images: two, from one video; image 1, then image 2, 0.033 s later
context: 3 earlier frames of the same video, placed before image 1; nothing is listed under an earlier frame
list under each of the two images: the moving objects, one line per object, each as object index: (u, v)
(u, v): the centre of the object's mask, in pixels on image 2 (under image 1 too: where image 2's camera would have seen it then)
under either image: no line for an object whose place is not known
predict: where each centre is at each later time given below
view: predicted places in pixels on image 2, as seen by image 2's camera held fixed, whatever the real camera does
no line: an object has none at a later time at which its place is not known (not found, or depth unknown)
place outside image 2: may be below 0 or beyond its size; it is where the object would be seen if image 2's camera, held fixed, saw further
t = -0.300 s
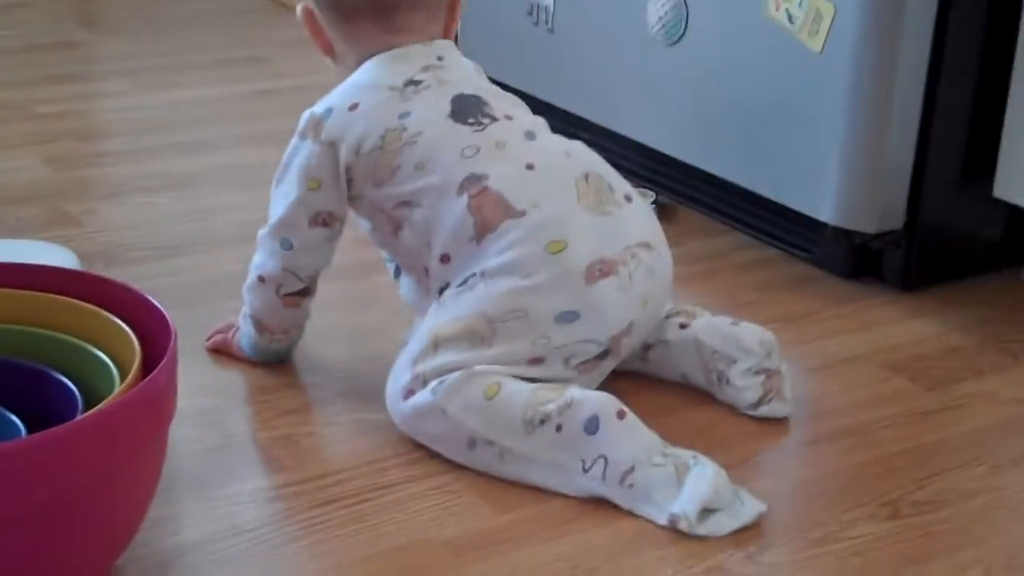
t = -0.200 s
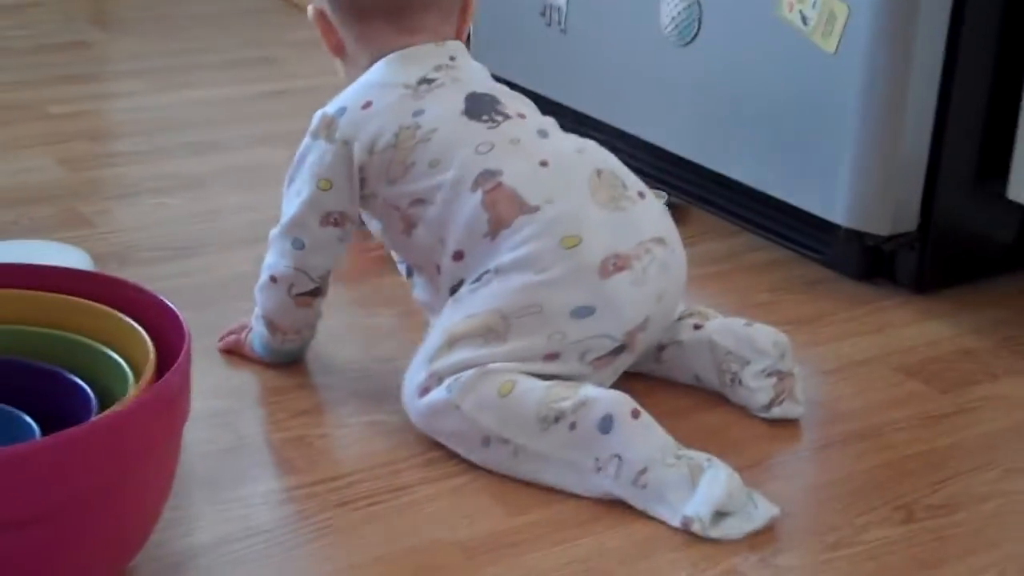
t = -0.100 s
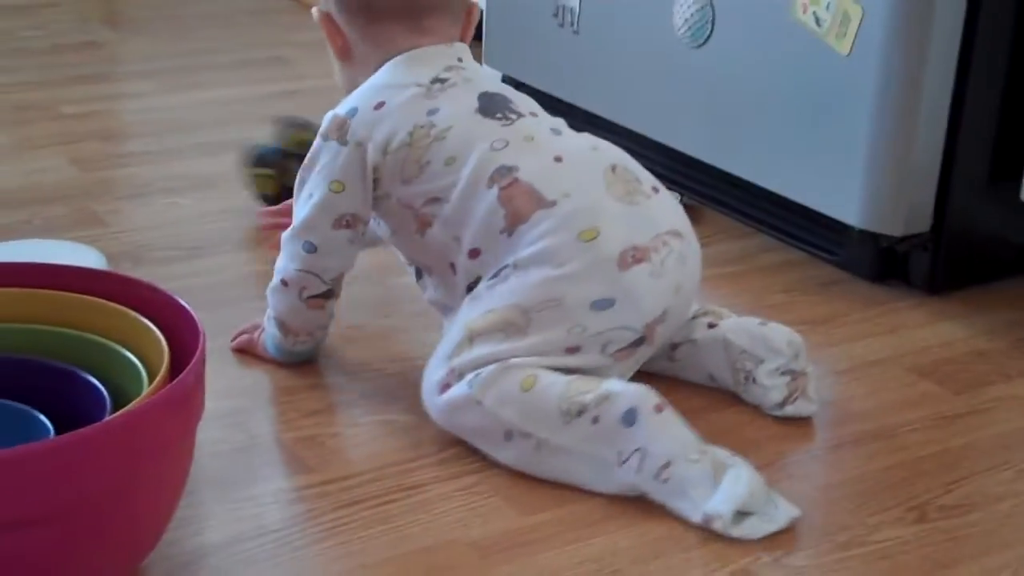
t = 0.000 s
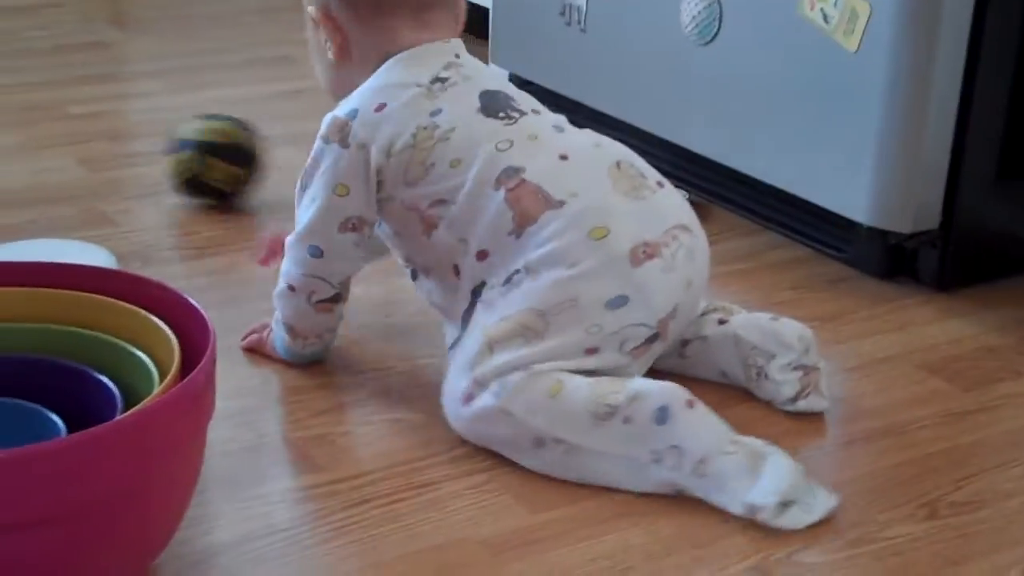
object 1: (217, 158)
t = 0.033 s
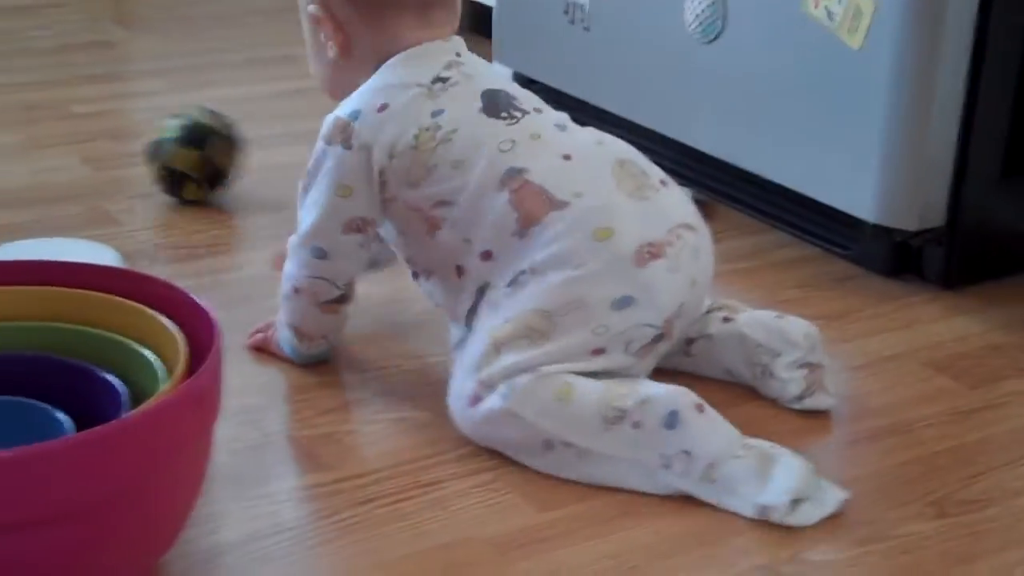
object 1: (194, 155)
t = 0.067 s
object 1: (170, 150)
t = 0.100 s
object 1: (145, 148)
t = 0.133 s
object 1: (124, 148)
